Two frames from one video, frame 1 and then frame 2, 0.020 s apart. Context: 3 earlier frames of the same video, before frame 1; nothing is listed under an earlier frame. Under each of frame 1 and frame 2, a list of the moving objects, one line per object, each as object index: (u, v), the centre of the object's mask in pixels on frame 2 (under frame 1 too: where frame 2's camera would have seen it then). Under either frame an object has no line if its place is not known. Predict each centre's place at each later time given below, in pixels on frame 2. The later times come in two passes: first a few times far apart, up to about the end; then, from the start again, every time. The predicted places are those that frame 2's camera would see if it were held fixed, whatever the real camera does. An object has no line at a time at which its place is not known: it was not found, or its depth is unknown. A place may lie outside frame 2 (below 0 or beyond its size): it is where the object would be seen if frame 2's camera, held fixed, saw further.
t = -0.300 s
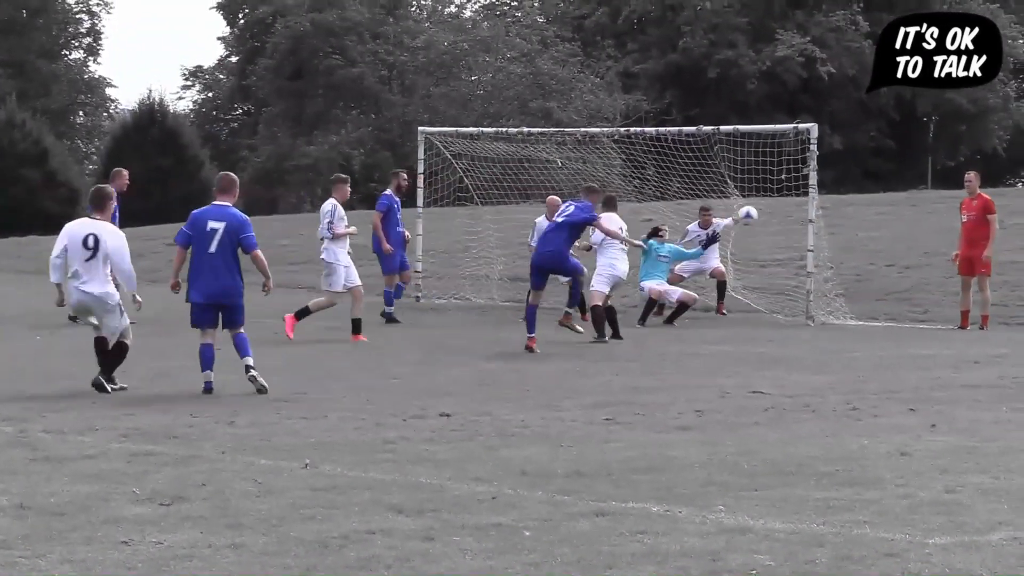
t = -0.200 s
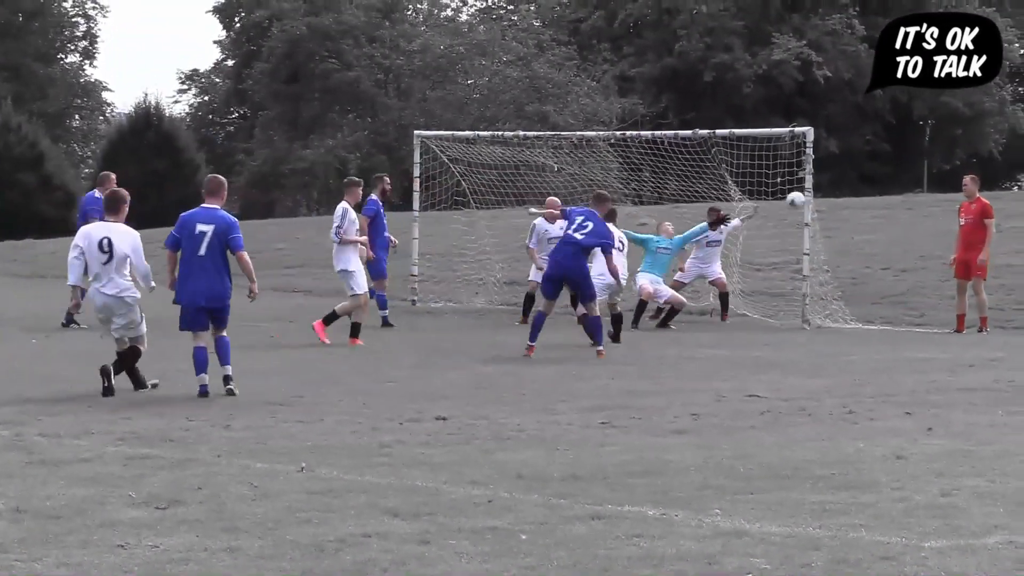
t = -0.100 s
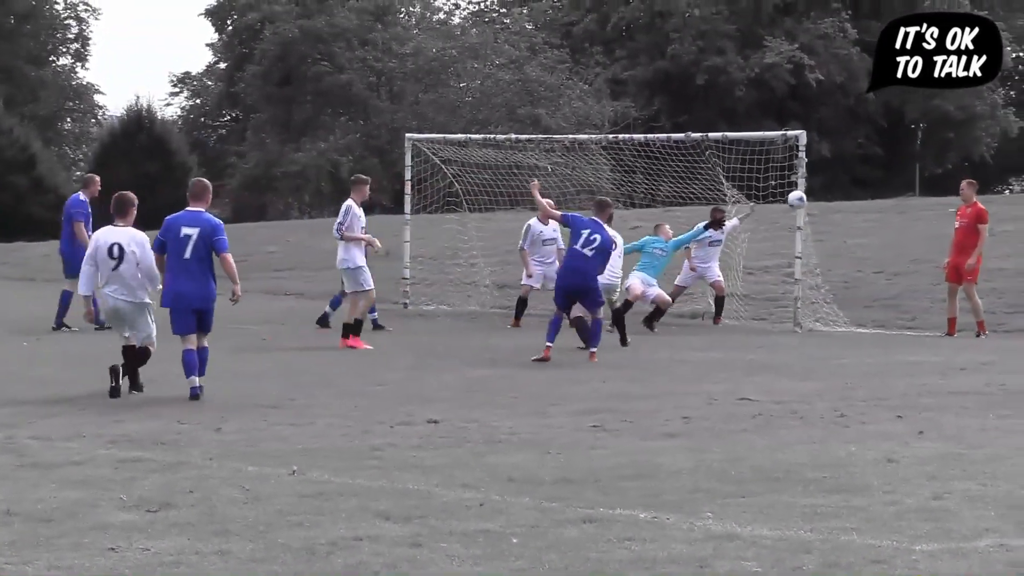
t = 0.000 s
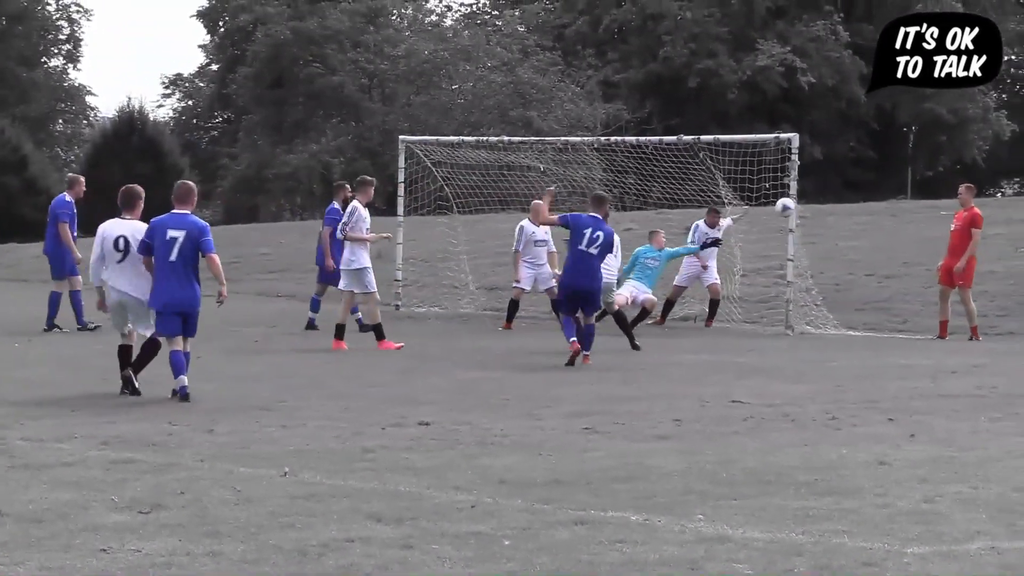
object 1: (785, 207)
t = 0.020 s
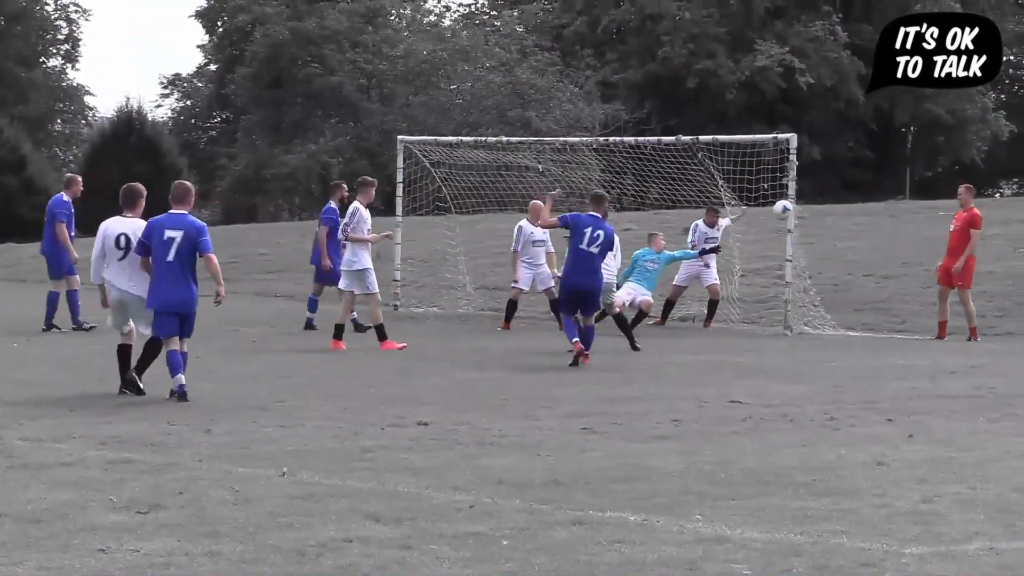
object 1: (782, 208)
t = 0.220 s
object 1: (771, 247)
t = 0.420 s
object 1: (776, 332)
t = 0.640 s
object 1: (796, 337)
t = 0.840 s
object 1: (817, 338)
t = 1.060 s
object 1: (841, 413)
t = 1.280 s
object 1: (860, 379)
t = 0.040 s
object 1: (780, 212)
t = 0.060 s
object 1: (779, 214)
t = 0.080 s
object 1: (777, 217)
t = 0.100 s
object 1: (778, 220)
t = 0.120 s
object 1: (777, 224)
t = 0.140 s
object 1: (776, 227)
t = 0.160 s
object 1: (775, 232)
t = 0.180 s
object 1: (773, 236)
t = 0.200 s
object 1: (771, 240)
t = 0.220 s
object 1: (771, 247)
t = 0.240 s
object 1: (771, 253)
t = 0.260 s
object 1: (771, 259)
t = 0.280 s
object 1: (771, 267)
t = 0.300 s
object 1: (773, 273)
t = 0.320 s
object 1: (772, 280)
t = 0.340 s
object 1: (773, 292)
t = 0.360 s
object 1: (774, 301)
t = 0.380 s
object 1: (773, 310)
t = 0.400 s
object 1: (774, 322)
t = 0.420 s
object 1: (776, 332)
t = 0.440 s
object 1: (778, 345)
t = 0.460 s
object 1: (780, 358)
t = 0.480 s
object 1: (781, 366)
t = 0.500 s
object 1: (784, 364)
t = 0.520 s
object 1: (785, 360)
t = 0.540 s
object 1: (787, 355)
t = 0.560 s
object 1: (789, 351)
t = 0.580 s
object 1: (790, 347)
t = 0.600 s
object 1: (792, 344)
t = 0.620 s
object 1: (794, 341)
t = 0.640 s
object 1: (796, 337)
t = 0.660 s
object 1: (797, 335)
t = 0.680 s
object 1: (799, 333)
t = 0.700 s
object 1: (801, 332)
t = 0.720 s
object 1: (802, 331)
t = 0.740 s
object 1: (805, 331)
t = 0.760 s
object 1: (807, 331)
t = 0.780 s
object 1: (809, 332)
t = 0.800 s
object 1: (812, 333)
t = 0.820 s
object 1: (814, 335)
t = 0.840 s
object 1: (817, 338)
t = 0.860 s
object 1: (818, 341)
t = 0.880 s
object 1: (820, 345)
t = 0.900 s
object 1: (822, 350)
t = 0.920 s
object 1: (824, 355)
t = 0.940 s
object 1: (827, 361)
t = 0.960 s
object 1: (829, 368)
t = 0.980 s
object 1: (832, 375)
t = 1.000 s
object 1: (834, 383)
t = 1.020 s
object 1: (837, 393)
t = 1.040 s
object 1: (839, 403)
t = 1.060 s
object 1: (841, 413)
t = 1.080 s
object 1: (846, 418)
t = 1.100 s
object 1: (847, 416)
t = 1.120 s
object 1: (848, 411)
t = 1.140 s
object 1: (850, 404)
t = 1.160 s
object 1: (852, 399)
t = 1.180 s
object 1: (853, 394)
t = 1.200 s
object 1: (855, 389)
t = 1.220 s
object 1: (855, 386)
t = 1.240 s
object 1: (858, 383)
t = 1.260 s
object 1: (859, 381)
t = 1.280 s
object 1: (860, 379)
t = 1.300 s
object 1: (861, 378)
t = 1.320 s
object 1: (864, 377)
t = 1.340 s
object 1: (864, 378)
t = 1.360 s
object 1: (865, 379)
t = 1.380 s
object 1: (867, 381)
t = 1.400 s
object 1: (869, 383)
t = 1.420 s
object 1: (870, 386)
